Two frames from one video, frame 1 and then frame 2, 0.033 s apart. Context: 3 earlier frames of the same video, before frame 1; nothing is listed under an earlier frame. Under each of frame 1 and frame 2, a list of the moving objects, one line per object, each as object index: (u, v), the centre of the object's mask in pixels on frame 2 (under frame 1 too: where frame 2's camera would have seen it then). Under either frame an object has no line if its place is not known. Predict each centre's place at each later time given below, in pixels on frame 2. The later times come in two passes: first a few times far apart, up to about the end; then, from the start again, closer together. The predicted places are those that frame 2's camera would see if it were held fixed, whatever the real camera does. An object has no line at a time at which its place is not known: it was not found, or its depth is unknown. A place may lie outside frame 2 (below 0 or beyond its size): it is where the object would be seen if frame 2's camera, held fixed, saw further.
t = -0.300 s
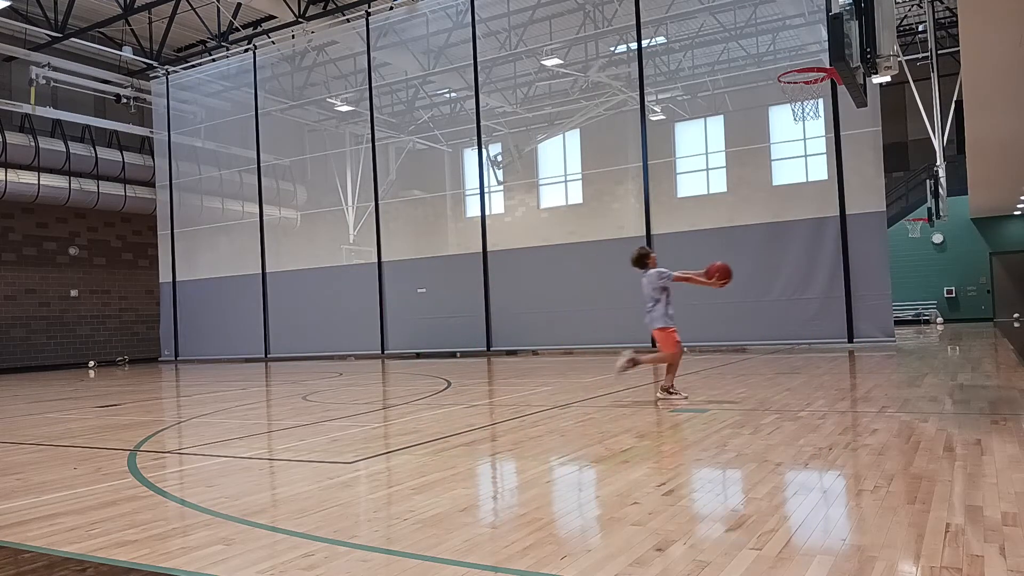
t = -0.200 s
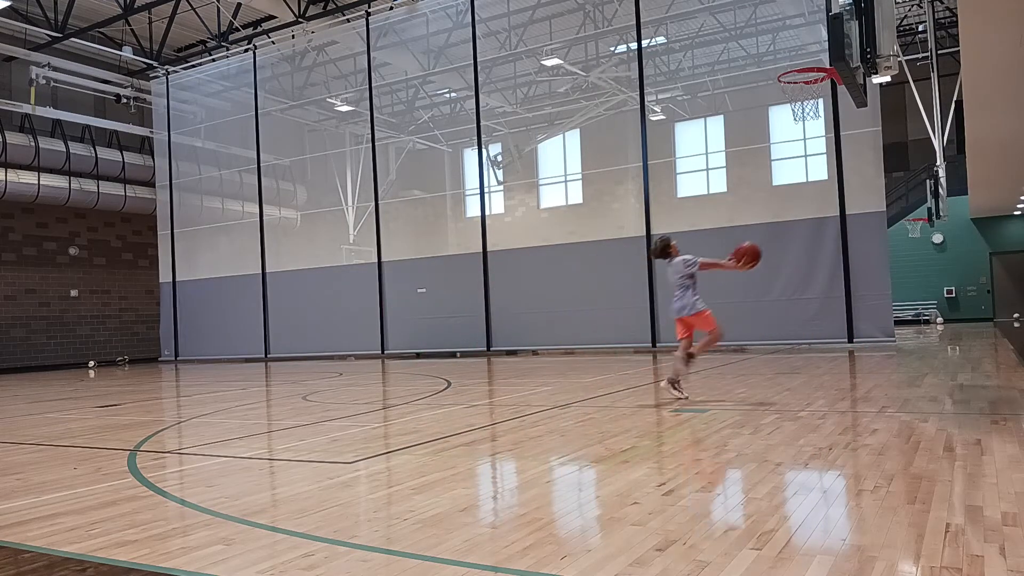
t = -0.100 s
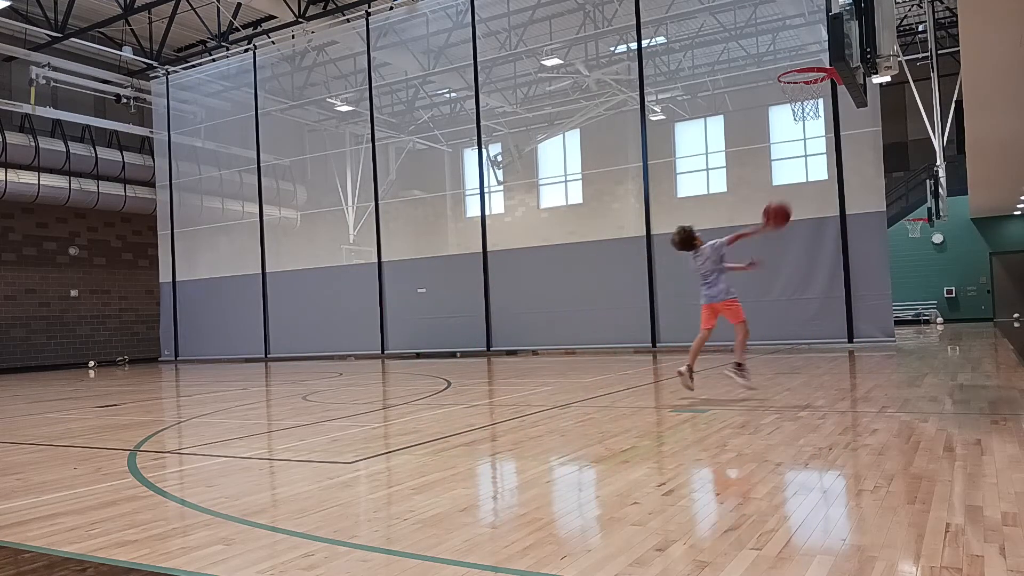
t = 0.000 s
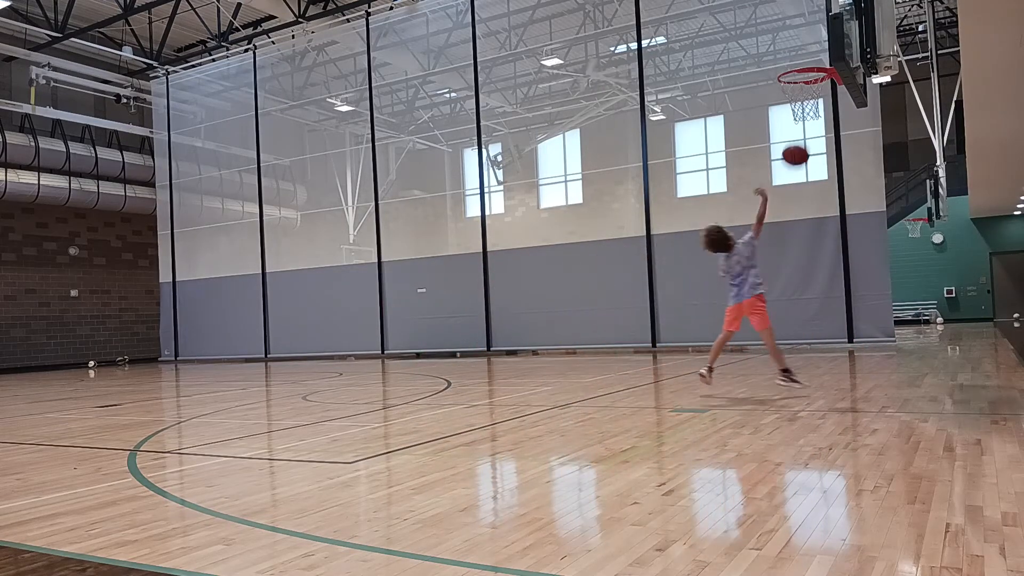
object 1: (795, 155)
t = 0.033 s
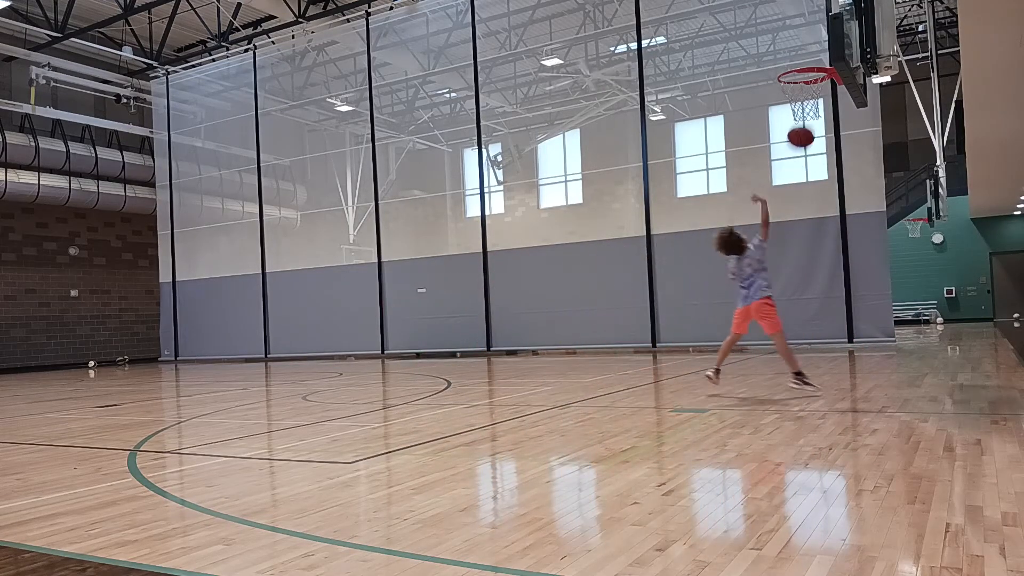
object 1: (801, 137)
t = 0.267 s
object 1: (808, 58)
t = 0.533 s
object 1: (769, 65)
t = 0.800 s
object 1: (738, 137)
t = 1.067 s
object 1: (712, 264)
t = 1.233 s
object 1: (700, 367)
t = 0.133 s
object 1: (818, 90)
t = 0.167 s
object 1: (823, 76)
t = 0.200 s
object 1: (819, 69)
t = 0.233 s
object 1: (814, 63)
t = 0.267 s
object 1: (808, 58)
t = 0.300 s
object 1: (803, 56)
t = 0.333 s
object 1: (797, 54)
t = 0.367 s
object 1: (792, 53)
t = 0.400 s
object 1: (787, 53)
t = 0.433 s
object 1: (782, 55)
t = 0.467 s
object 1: (778, 57)
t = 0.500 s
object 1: (773, 61)
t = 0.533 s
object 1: (769, 65)
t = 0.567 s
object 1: (764, 71)
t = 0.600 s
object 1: (760, 78)
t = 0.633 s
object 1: (756, 85)
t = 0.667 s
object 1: (752, 93)
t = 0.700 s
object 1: (749, 103)
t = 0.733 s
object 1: (745, 113)
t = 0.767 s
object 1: (741, 125)
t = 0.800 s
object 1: (738, 137)
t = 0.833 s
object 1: (735, 149)
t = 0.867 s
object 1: (732, 164)
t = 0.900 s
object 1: (728, 178)
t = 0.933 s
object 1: (725, 194)
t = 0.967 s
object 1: (721, 211)
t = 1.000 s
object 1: (718, 228)
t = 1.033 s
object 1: (715, 246)
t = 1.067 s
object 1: (712, 264)
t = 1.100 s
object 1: (710, 284)
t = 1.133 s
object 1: (707, 304)
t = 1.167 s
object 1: (705, 324)
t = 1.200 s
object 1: (702, 346)
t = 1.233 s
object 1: (700, 367)
